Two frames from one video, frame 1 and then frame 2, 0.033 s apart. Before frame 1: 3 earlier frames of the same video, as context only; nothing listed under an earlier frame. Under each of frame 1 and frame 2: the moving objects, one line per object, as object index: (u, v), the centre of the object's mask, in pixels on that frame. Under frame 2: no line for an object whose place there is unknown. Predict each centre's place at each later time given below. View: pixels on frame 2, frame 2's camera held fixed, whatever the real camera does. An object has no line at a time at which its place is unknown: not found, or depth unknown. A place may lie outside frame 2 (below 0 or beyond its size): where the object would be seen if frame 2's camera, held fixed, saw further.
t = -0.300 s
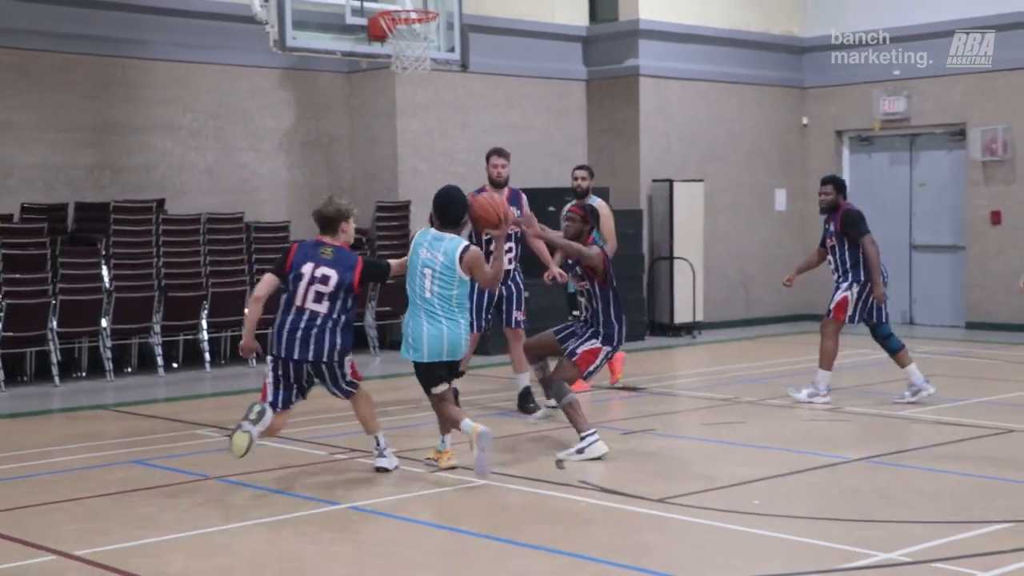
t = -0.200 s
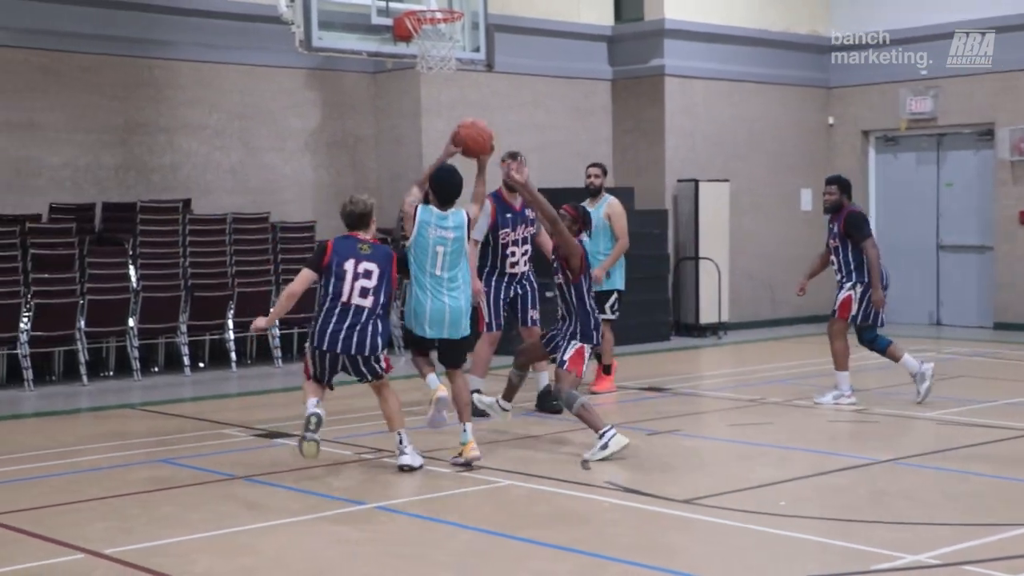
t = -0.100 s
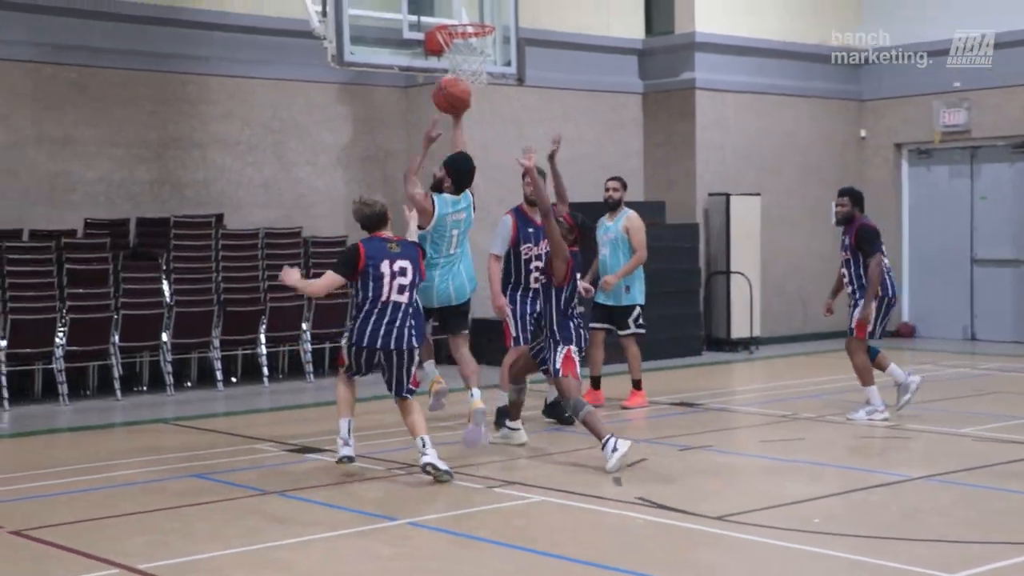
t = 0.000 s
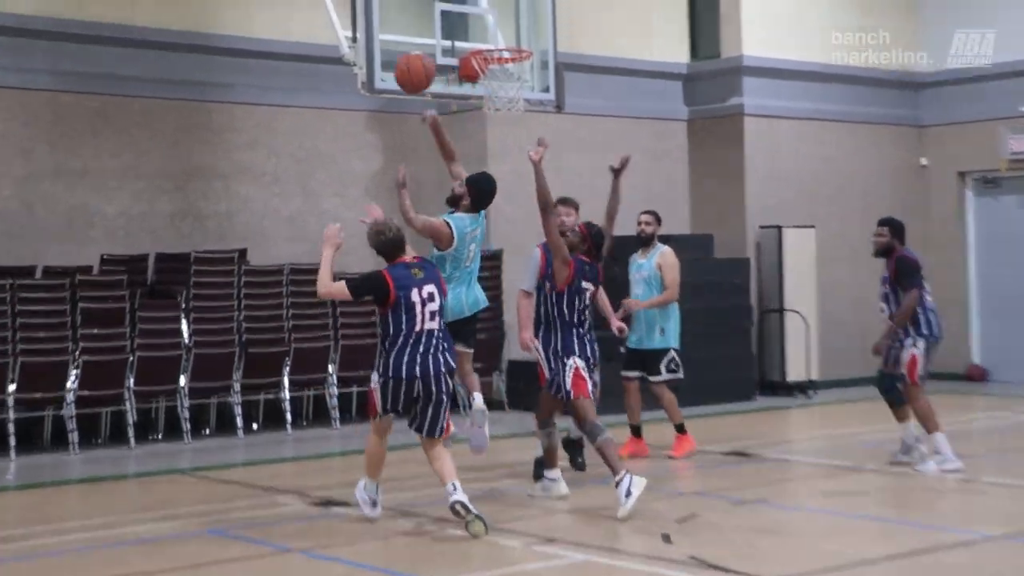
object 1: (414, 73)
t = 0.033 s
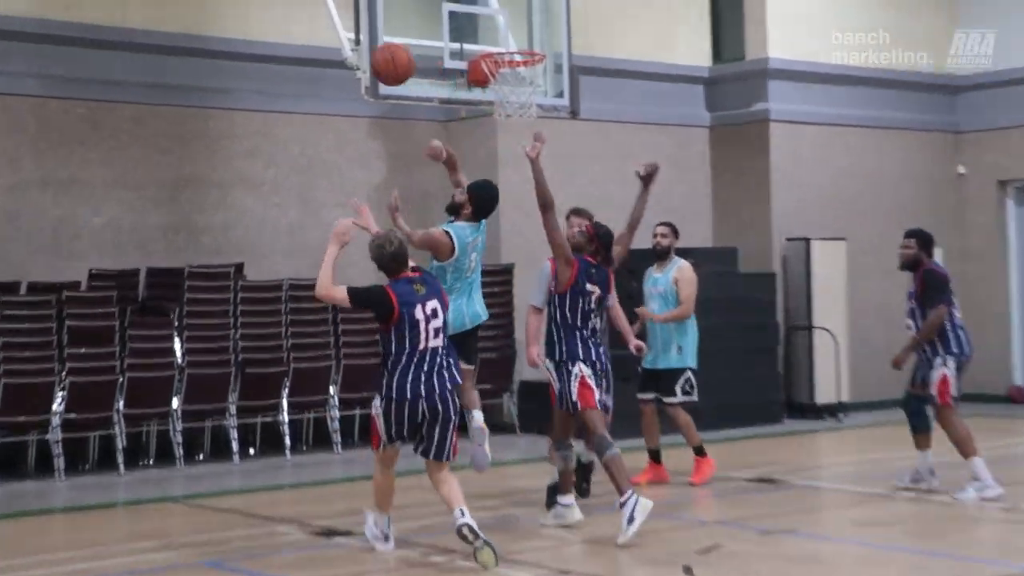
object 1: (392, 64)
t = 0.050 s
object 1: (380, 58)
